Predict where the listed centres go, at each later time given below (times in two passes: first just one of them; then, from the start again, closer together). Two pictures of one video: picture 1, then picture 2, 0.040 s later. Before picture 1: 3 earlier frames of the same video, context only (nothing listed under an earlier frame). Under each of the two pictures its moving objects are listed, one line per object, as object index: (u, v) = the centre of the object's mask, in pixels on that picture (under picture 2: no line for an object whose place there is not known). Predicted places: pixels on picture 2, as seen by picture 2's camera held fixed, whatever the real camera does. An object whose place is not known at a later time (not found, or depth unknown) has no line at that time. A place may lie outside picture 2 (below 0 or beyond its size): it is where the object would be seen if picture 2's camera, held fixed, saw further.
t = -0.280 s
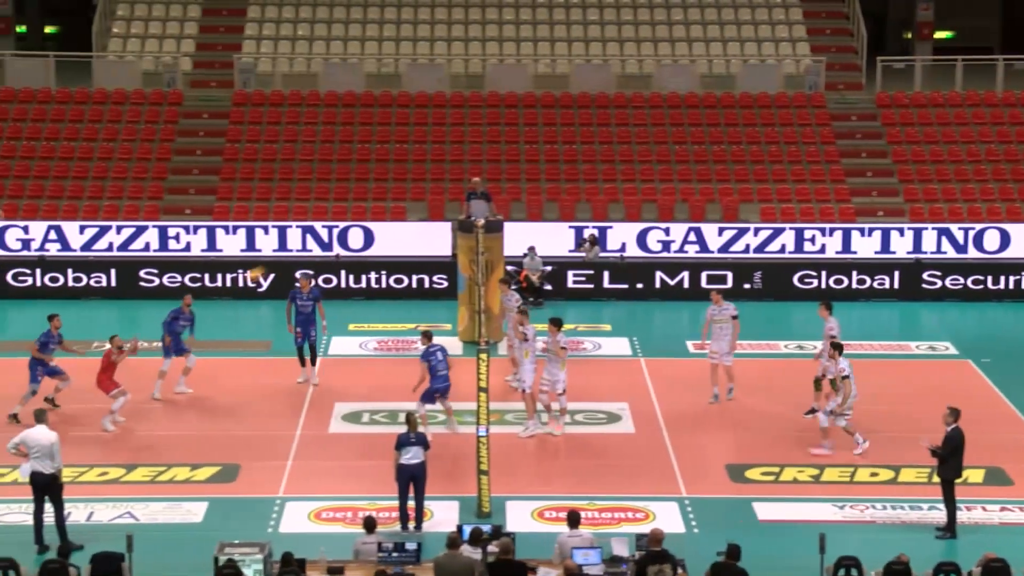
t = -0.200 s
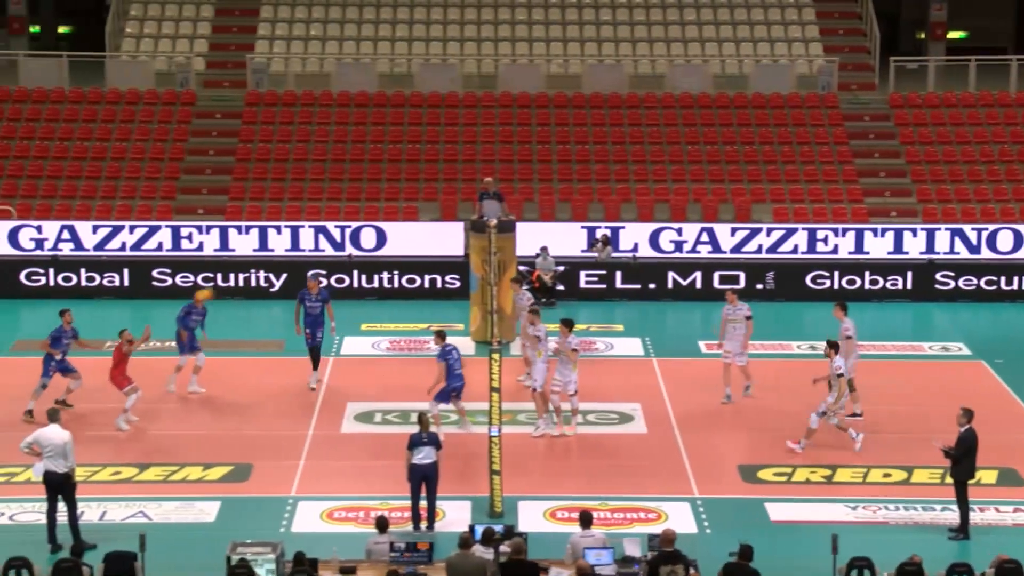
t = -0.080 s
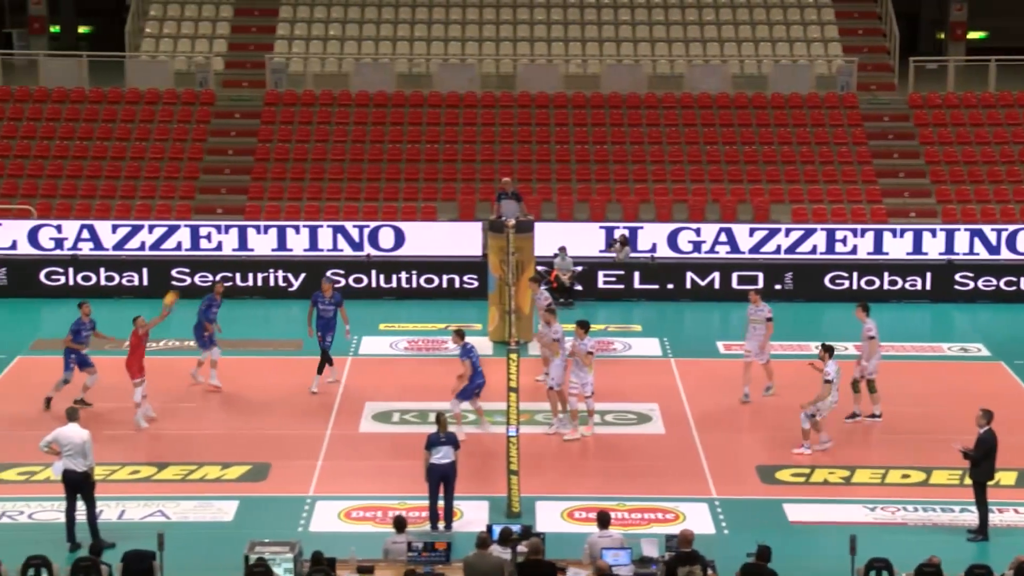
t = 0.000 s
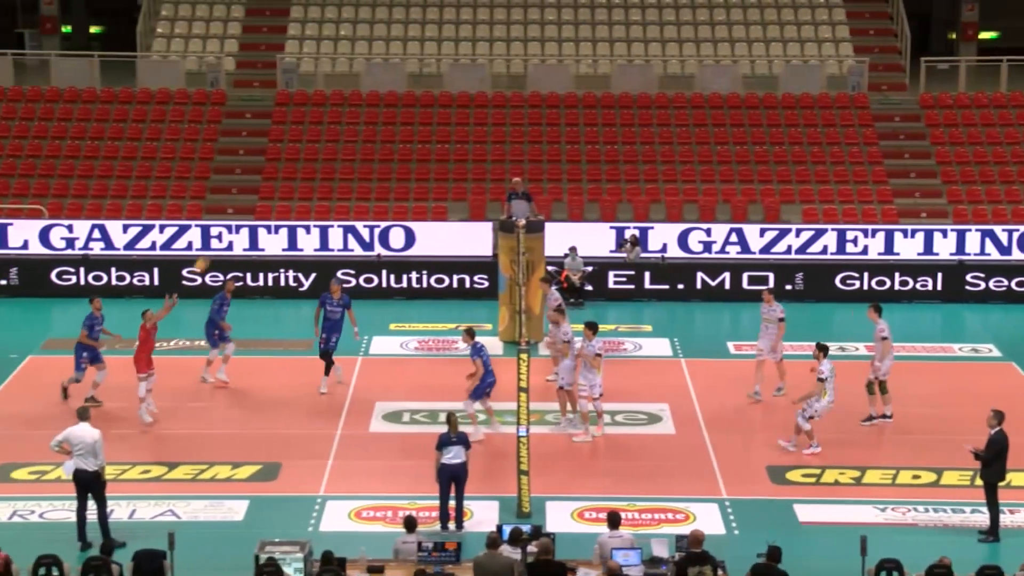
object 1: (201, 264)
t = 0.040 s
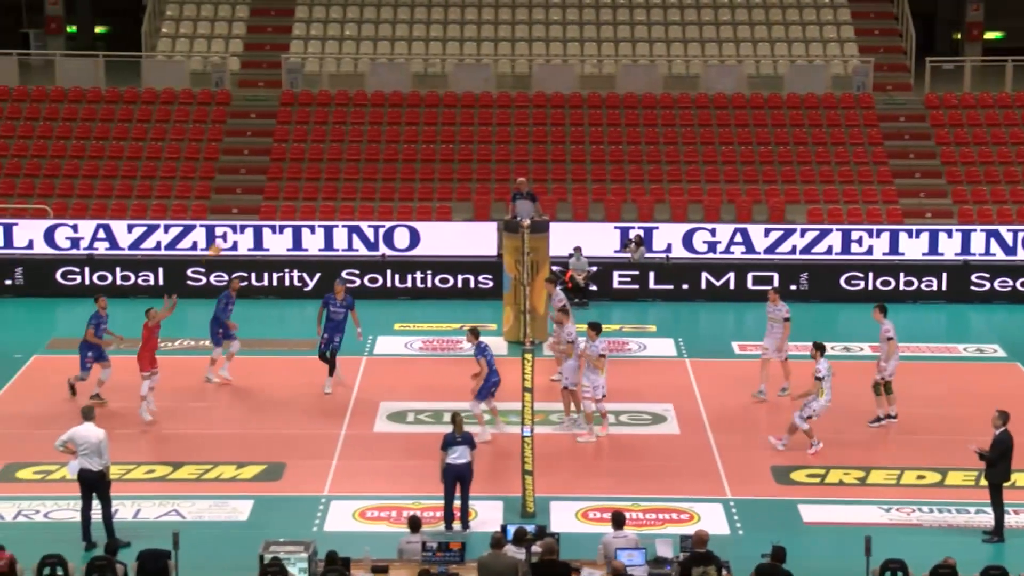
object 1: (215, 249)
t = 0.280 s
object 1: (271, 178)
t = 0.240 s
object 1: (261, 188)
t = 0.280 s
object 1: (271, 178)
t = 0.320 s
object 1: (280, 170)
